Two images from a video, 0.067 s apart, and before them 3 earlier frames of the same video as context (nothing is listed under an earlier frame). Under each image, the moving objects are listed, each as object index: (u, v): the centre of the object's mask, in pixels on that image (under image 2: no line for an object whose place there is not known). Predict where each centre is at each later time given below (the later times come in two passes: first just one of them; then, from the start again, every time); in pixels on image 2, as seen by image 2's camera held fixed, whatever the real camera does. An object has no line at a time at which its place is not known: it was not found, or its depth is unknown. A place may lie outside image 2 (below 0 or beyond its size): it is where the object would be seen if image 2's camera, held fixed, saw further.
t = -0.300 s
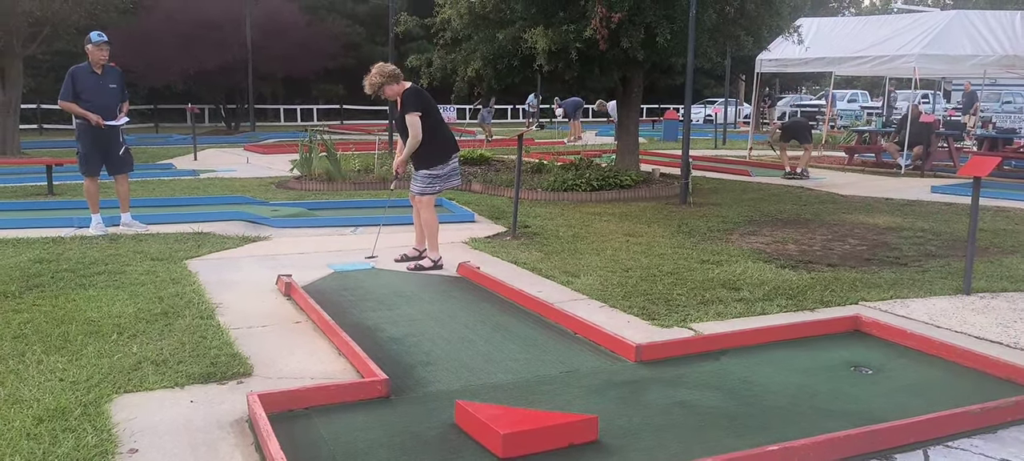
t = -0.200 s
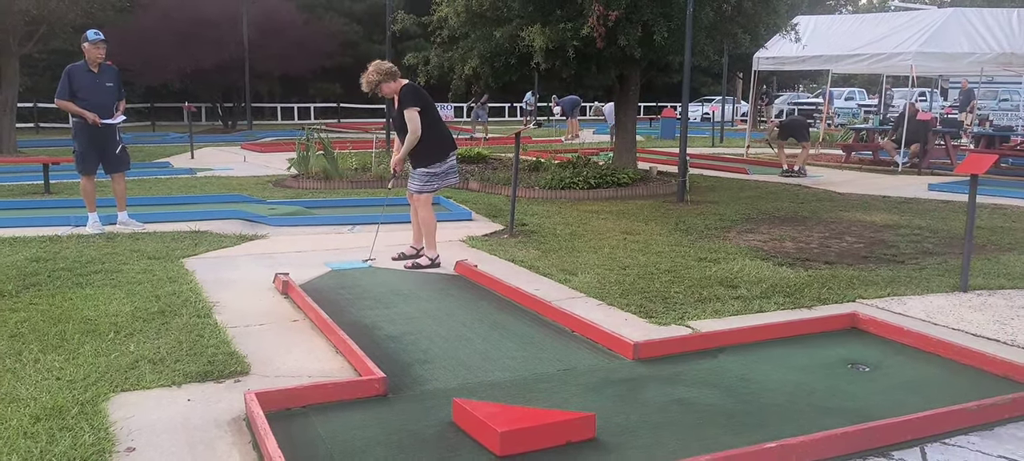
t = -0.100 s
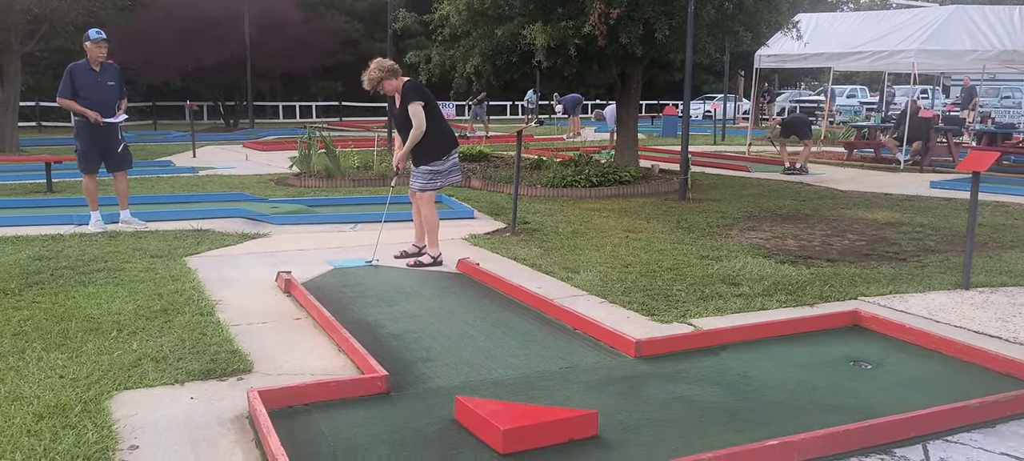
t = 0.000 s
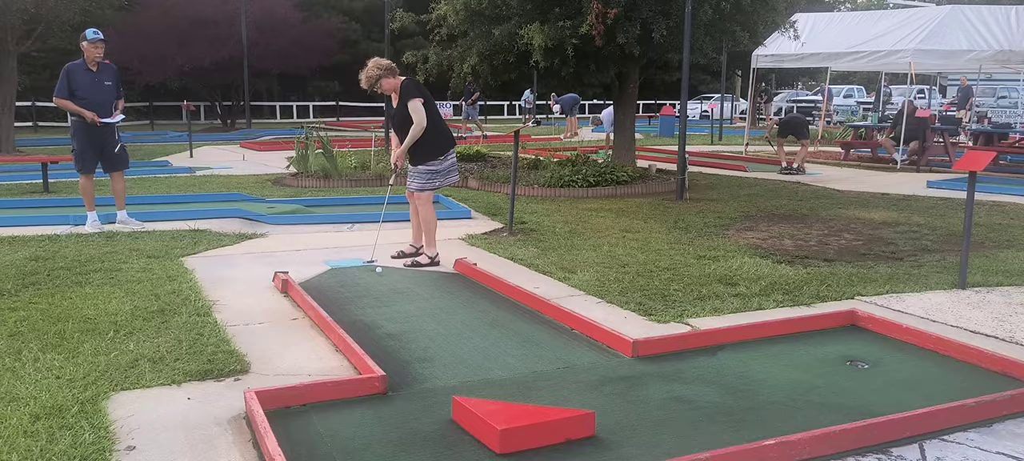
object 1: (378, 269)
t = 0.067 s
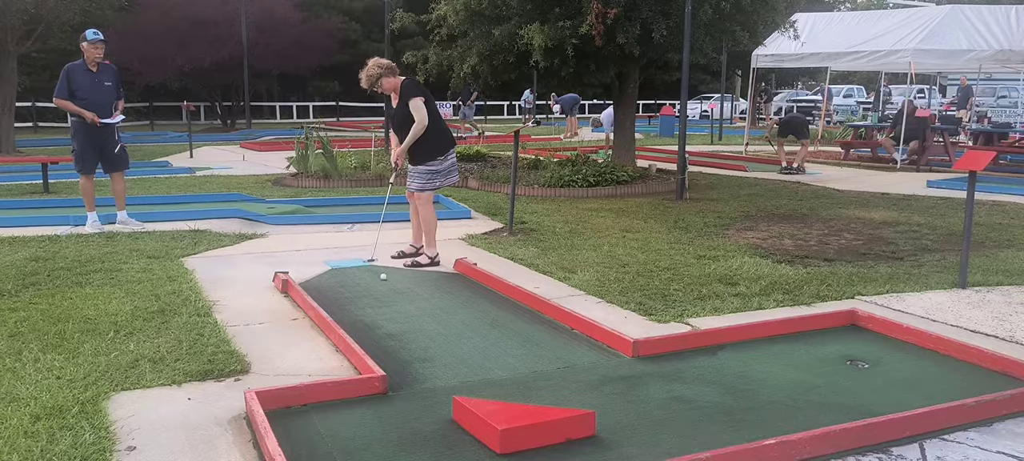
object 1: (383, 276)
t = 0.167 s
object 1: (390, 283)
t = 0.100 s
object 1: (385, 277)
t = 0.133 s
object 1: (387, 278)
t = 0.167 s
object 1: (390, 283)
